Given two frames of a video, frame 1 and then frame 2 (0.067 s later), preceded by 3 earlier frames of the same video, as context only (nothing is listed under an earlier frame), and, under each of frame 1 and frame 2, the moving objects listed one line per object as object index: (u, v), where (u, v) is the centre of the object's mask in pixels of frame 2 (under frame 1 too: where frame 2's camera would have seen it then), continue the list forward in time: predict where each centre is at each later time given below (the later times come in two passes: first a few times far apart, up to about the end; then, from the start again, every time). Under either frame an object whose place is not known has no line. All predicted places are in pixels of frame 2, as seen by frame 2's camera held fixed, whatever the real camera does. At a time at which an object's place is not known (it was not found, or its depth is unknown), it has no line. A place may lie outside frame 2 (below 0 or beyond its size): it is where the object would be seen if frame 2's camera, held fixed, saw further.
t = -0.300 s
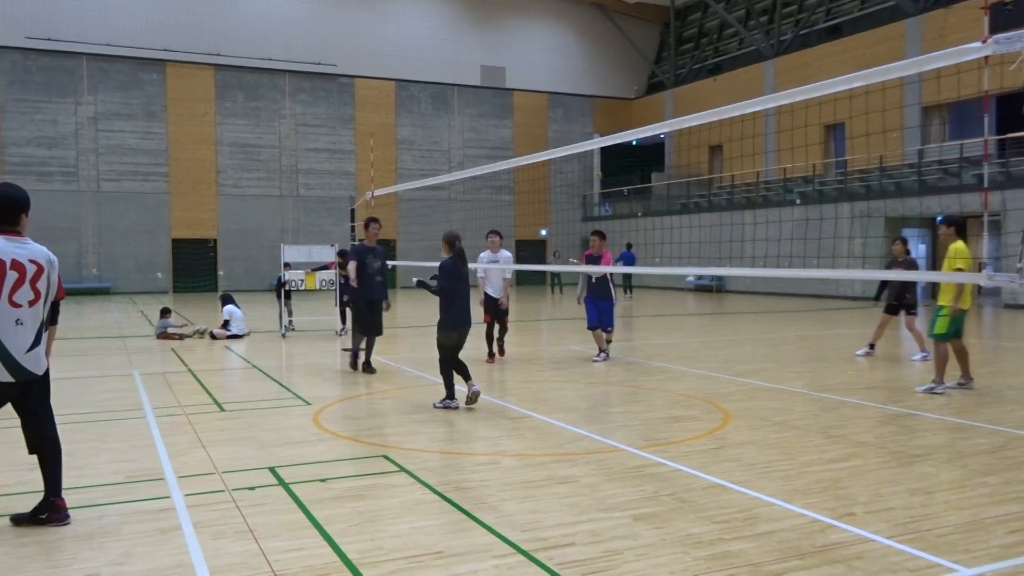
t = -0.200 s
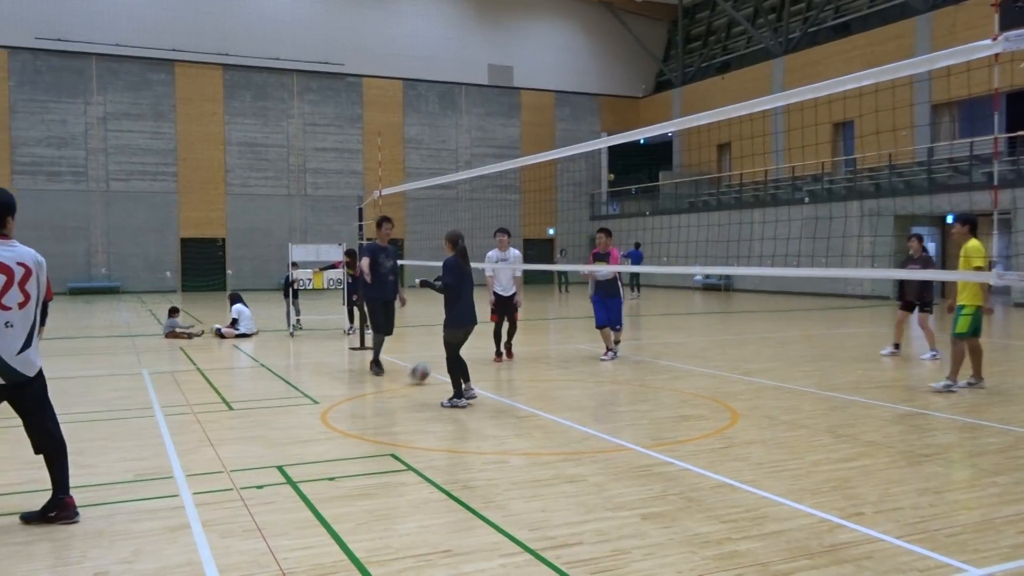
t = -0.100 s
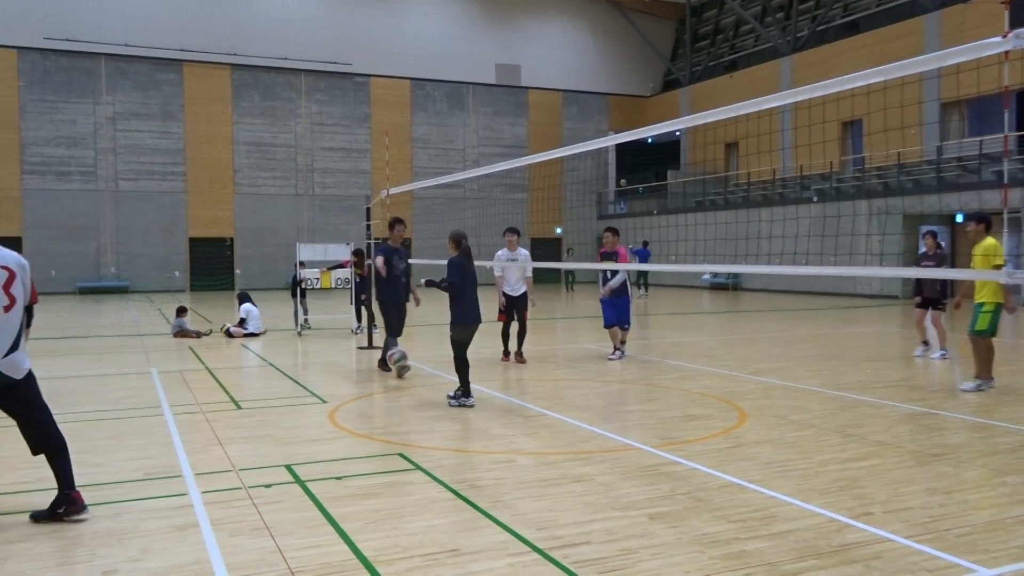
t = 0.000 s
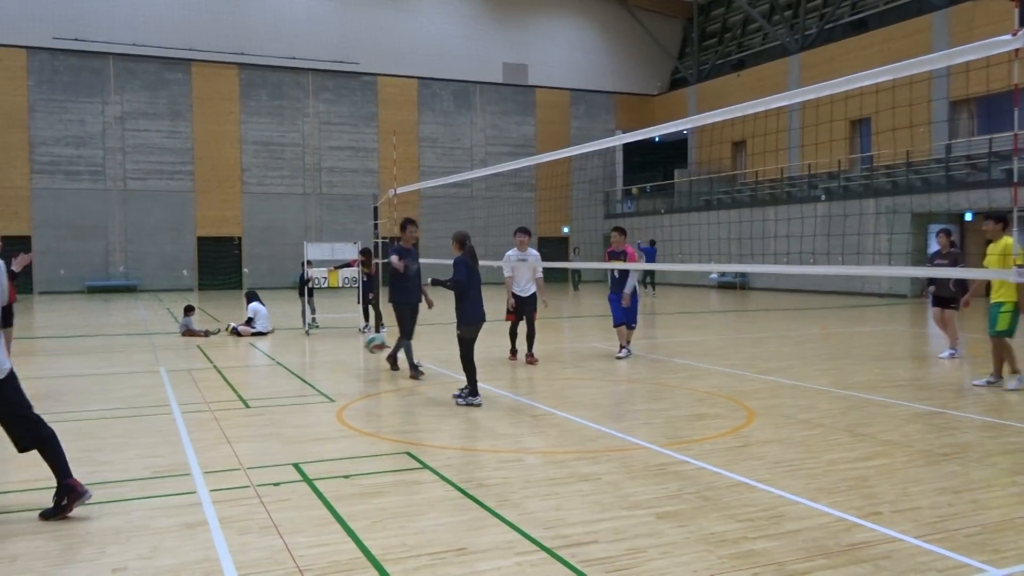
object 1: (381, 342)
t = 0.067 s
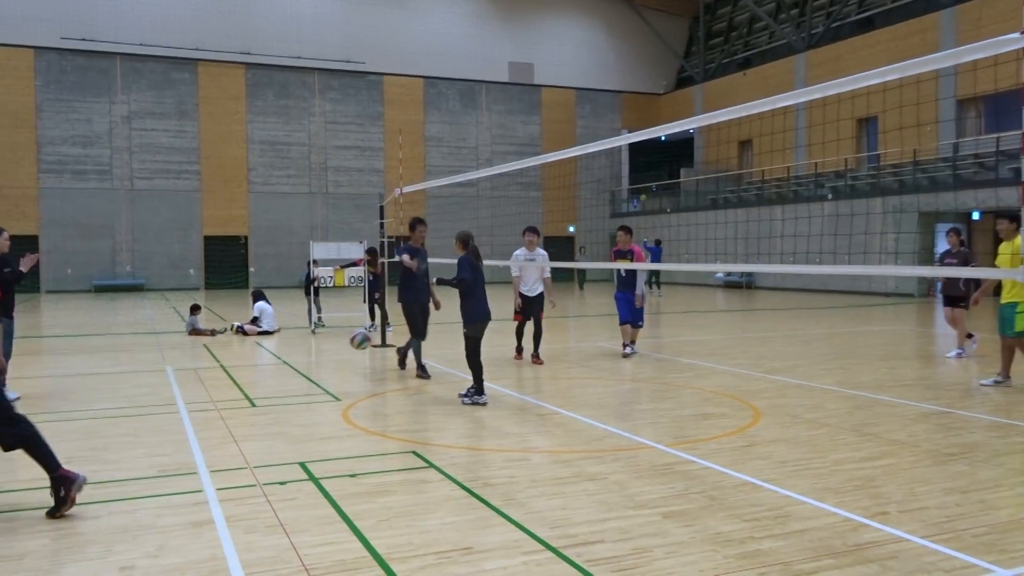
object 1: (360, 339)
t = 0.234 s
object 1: (306, 352)
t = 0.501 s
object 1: (206, 381)
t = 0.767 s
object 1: (84, 386)
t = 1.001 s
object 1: (-42, 411)
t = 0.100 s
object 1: (349, 339)
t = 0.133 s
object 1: (339, 340)
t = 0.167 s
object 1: (329, 343)
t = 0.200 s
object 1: (318, 346)
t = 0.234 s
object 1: (306, 352)
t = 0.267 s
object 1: (295, 357)
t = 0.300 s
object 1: (284, 364)
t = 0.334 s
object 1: (271, 373)
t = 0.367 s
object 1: (259, 383)
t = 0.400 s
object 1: (247, 395)
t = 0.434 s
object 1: (233, 392)
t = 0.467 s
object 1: (220, 386)
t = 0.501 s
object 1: (206, 381)
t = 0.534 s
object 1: (192, 377)
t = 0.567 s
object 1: (178, 374)
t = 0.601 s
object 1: (163, 373)
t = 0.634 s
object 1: (149, 372)
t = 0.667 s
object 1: (133, 374)
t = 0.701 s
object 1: (116, 376)
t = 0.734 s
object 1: (100, 381)
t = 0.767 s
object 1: (84, 386)
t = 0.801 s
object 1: (67, 393)
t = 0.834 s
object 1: (50, 402)
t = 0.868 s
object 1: (33, 412)
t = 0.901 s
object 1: (15, 425)
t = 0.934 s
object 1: (-3, 420)
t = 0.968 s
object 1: (-21, 414)
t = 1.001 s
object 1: (-42, 411)
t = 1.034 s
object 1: (-59, 408)
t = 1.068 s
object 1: (-78, 407)
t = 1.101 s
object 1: (-95, 408)
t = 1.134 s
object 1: (-112, 410)
